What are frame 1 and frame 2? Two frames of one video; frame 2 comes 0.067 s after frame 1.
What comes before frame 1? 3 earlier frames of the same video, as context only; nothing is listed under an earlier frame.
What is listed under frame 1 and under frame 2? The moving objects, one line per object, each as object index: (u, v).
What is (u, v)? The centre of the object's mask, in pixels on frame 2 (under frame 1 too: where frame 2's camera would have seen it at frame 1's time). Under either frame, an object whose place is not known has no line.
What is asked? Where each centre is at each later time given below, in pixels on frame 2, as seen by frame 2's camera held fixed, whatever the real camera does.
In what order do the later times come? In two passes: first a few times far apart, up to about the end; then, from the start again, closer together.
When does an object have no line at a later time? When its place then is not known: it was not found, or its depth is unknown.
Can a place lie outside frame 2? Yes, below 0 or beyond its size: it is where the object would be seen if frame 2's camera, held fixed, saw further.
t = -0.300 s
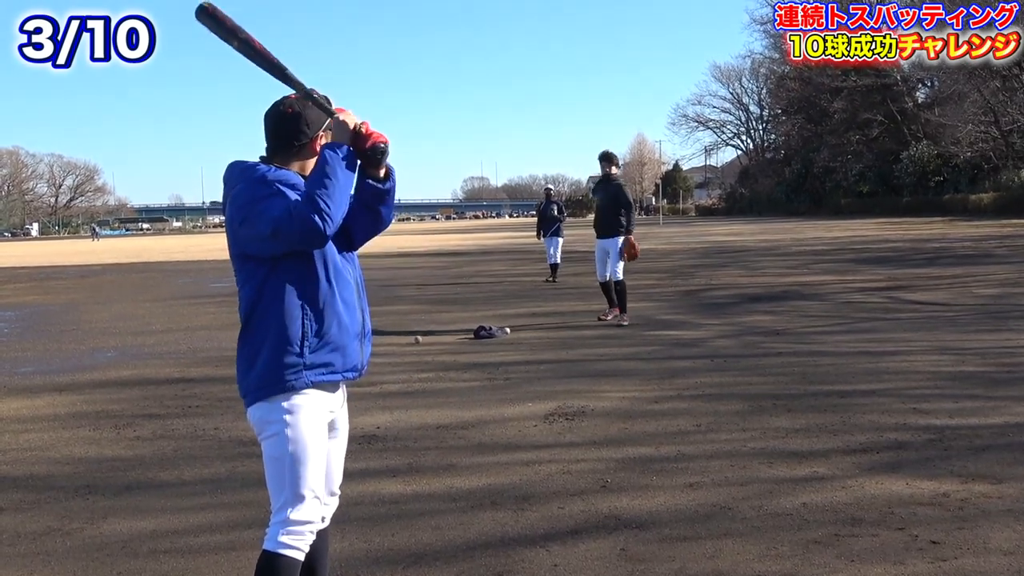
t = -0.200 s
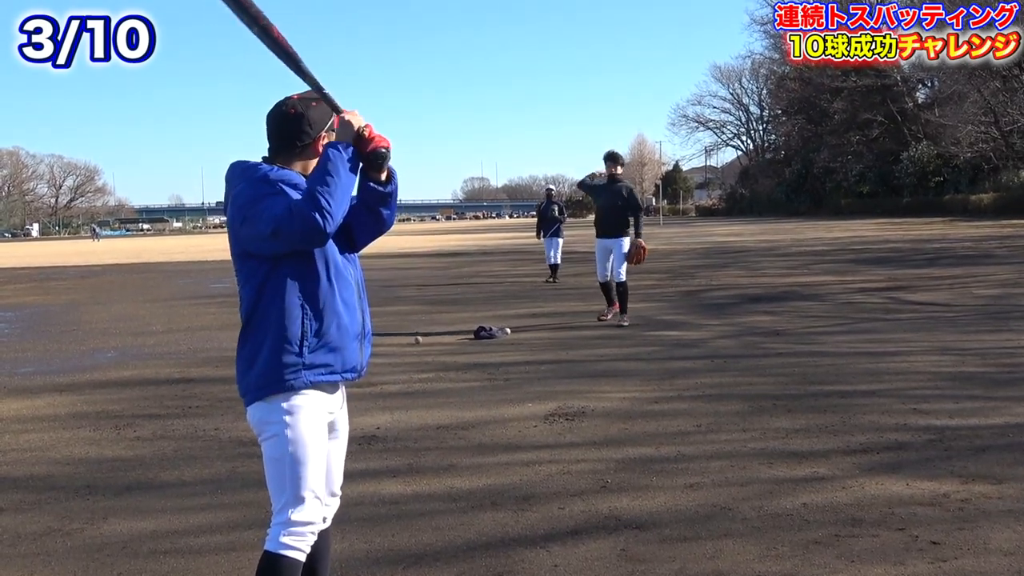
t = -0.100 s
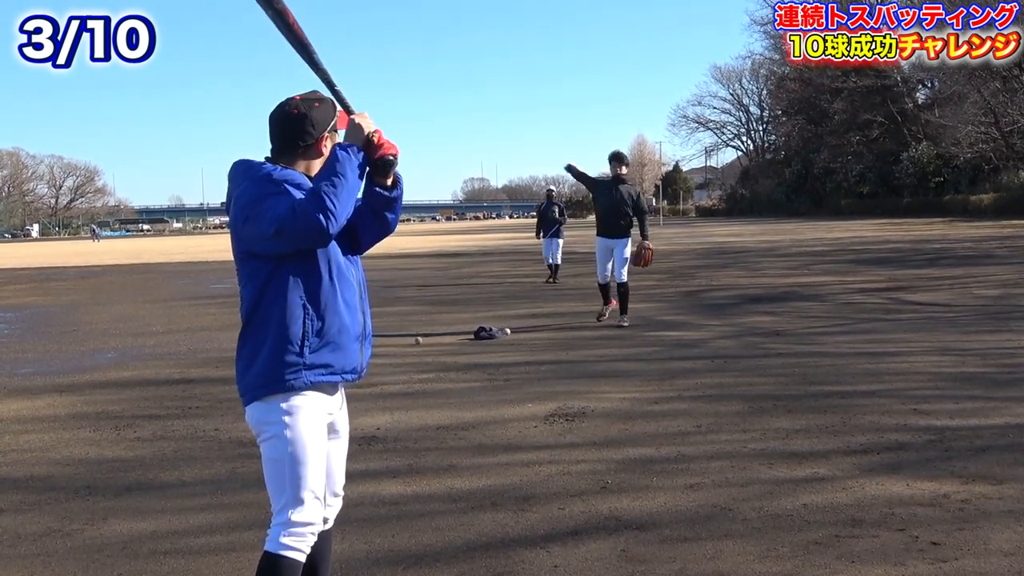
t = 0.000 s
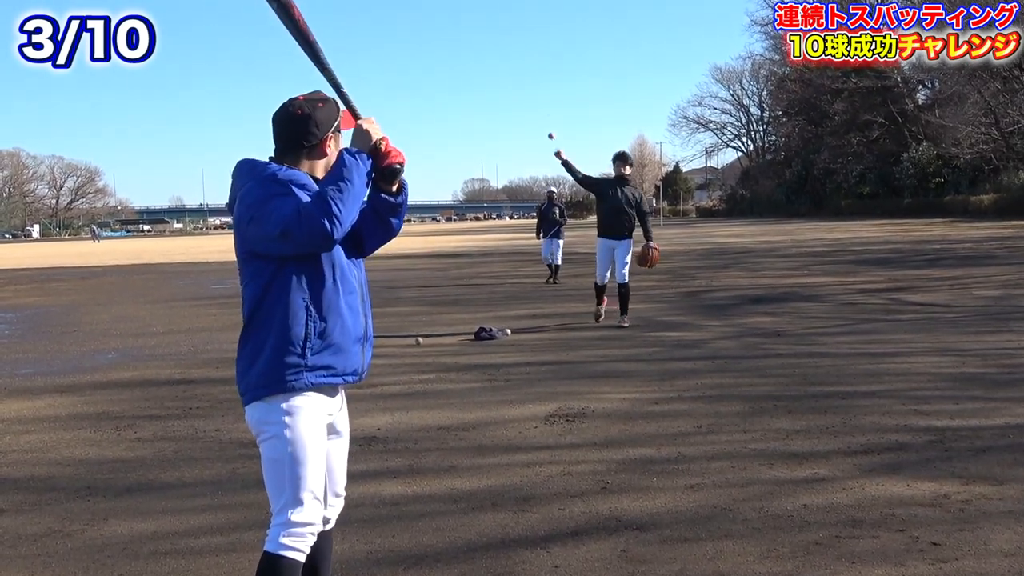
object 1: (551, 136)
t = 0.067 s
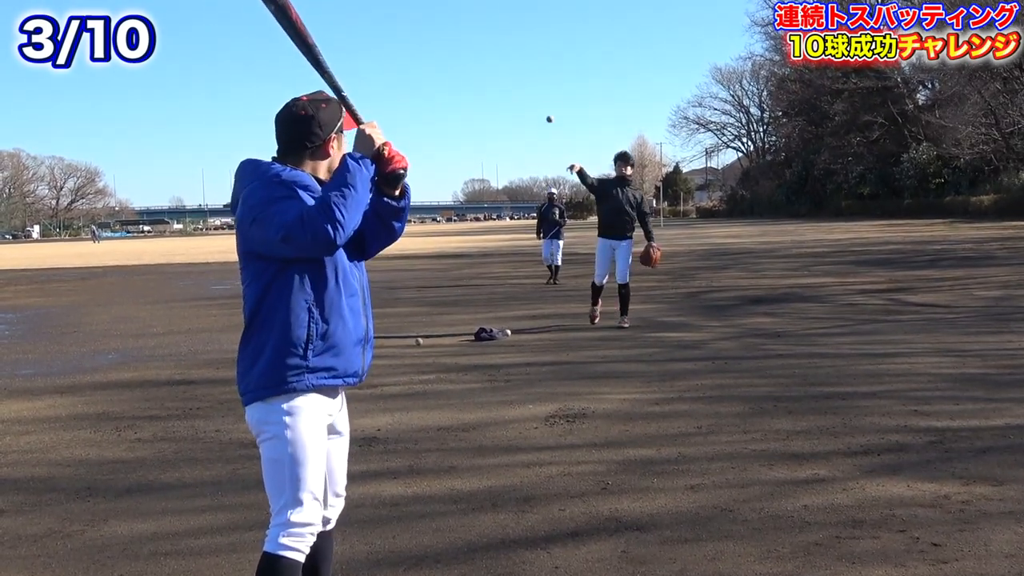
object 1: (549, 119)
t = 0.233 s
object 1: (546, 87)
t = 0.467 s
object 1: (542, 89)
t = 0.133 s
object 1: (548, 104)
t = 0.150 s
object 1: (547, 100)
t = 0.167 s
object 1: (547, 97)
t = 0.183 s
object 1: (547, 94)
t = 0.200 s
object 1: (547, 92)
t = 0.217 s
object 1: (546, 89)
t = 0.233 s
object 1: (546, 87)
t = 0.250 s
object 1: (546, 85)
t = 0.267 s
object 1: (545, 83)
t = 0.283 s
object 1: (545, 82)
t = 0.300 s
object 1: (544, 80)
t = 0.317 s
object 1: (544, 79)
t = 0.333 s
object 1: (544, 79)
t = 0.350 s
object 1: (544, 79)
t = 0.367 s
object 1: (543, 79)
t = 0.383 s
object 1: (543, 79)
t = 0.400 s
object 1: (543, 80)
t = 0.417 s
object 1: (542, 82)
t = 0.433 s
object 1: (542, 84)
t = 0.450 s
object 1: (542, 86)
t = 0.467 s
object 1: (542, 89)
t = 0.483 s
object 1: (541, 93)
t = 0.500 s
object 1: (541, 97)
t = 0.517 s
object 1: (541, 102)
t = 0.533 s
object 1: (540, 108)
